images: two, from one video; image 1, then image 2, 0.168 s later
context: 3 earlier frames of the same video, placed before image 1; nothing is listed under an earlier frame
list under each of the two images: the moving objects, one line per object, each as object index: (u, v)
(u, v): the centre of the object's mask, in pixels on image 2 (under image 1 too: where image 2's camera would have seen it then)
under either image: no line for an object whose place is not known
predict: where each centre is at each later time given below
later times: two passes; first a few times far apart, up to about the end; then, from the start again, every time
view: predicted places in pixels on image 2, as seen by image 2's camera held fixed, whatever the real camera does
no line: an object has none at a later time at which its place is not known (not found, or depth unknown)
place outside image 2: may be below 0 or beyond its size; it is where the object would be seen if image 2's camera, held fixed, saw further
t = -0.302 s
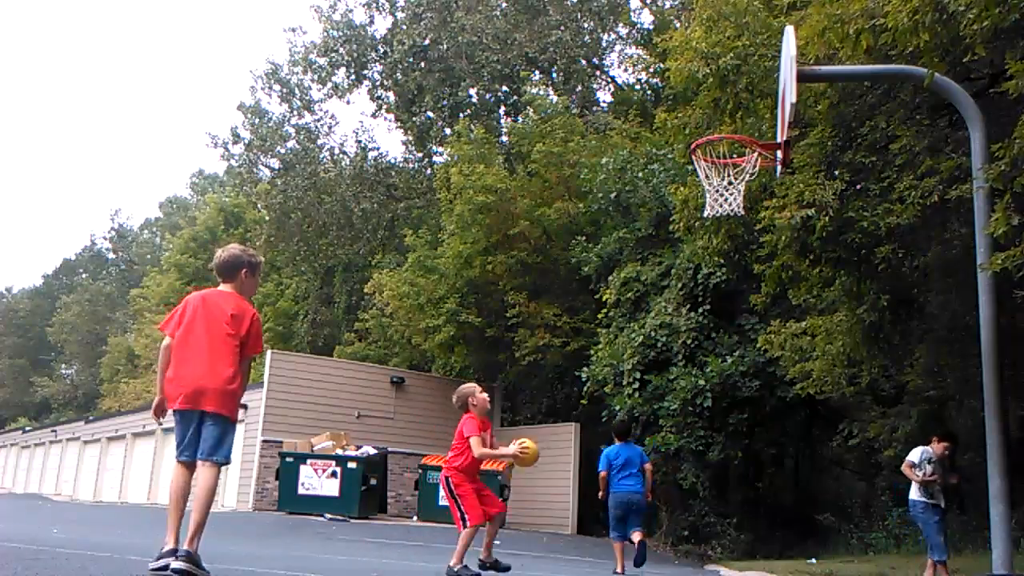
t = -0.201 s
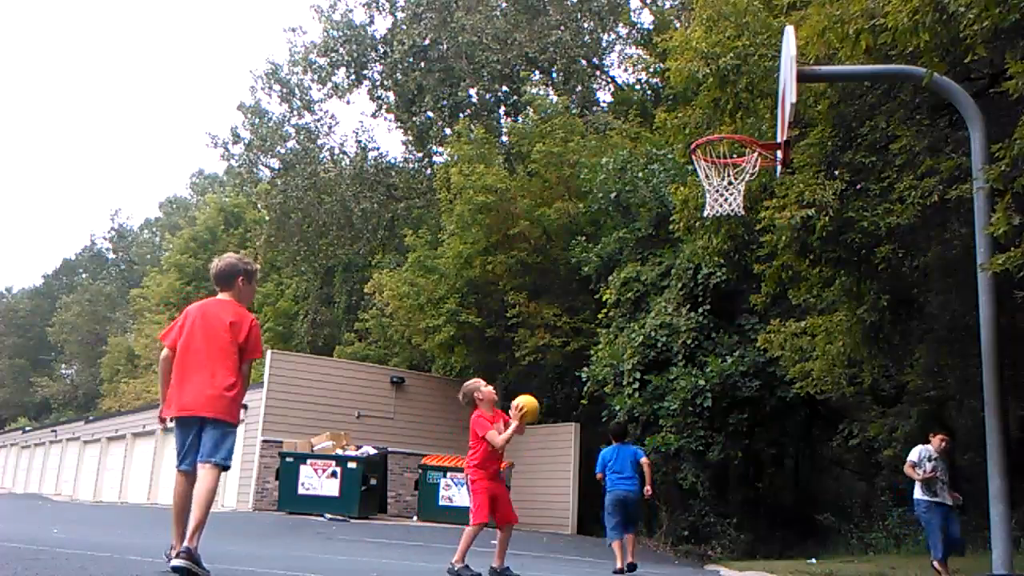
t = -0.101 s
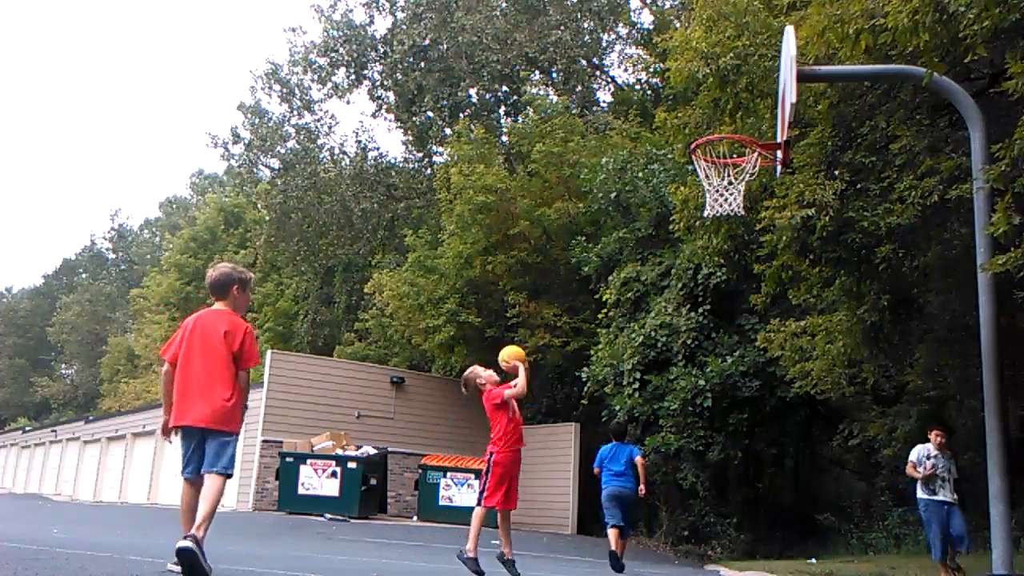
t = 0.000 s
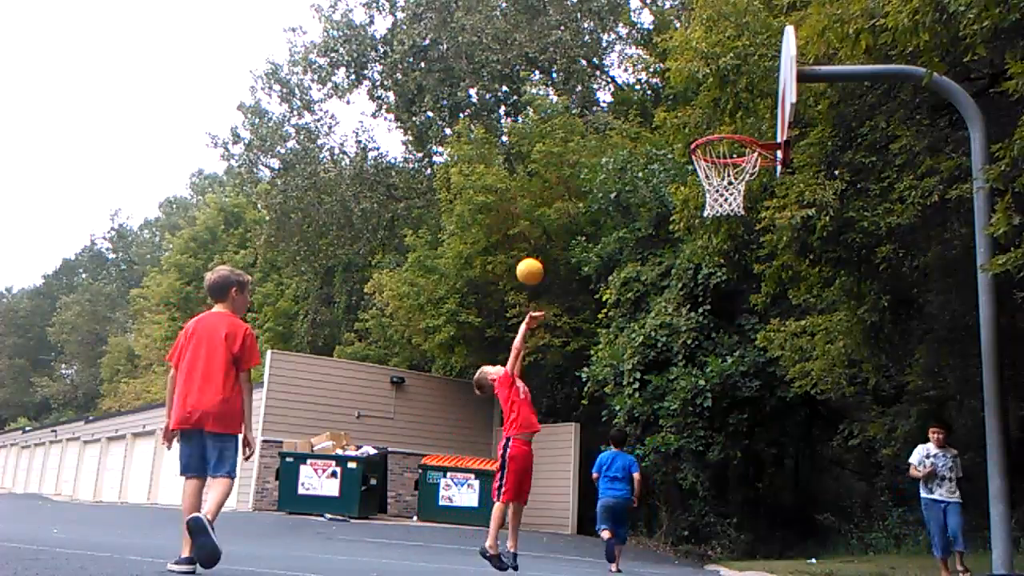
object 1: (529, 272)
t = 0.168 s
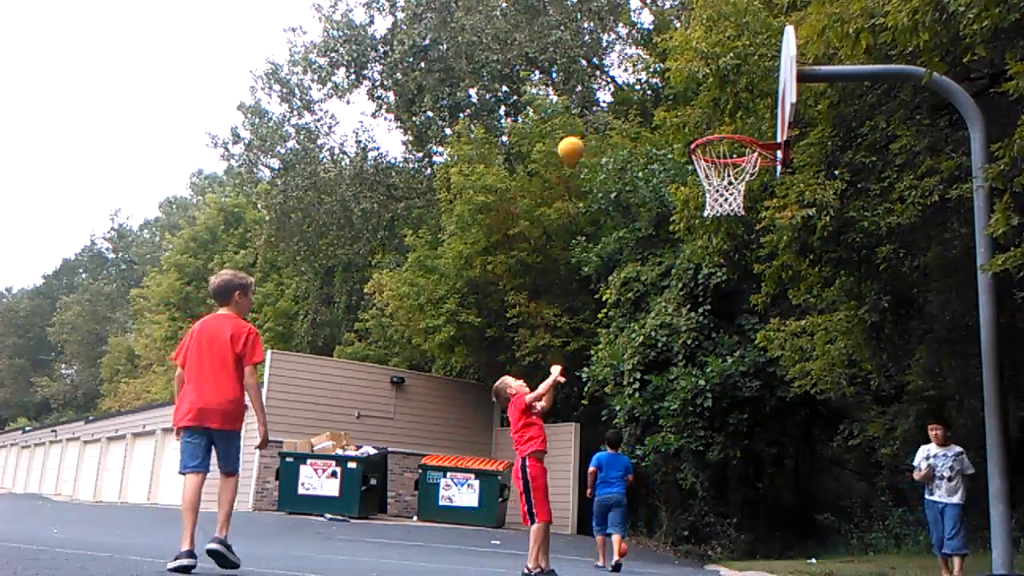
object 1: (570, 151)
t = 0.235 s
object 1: (586, 114)
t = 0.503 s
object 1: (644, 26)
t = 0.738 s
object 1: (690, 27)
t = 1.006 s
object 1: (745, 111)
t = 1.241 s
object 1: (729, 82)
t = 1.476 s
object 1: (695, 63)
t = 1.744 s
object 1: (655, 127)
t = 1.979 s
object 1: (618, 263)
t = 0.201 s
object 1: (578, 130)
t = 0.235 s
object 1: (586, 114)
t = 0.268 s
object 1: (593, 98)
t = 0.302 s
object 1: (601, 83)
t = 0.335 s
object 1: (608, 70)
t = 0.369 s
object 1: (615, 59)
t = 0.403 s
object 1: (622, 49)
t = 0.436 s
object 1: (629, 40)
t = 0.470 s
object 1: (637, 34)
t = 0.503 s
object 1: (644, 26)
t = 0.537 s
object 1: (651, 24)
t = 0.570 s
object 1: (657, 20)
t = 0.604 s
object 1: (664, 19)
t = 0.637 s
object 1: (670, 19)
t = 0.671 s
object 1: (677, 20)
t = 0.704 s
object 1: (683, 23)
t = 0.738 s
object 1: (690, 27)
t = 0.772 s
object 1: (697, 32)
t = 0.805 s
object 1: (704, 39)
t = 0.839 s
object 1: (710, 48)
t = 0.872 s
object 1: (717, 57)
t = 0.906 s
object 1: (724, 69)
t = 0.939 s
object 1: (731, 81)
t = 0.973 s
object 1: (738, 96)
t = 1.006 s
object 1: (745, 111)
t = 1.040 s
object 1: (752, 128)
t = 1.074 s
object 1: (756, 133)
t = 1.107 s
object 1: (750, 123)
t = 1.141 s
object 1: (745, 110)
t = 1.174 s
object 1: (740, 100)
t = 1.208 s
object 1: (734, 90)
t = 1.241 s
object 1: (729, 82)
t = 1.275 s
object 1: (724, 75)
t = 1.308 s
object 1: (720, 70)
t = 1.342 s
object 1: (714, 65)
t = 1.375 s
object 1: (710, 63)
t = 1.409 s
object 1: (705, 62)
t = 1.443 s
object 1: (700, 62)
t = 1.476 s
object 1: (695, 63)
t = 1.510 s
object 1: (690, 66)
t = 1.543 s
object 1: (685, 71)
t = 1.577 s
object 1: (680, 76)
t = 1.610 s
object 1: (675, 83)
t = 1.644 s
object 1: (670, 92)
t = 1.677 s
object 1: (665, 102)
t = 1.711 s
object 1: (660, 114)
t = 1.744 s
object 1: (655, 127)
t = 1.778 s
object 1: (650, 141)
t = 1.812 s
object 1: (645, 157)
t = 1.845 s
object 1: (639, 175)
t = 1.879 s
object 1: (634, 194)
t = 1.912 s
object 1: (629, 215)
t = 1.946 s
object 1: (623, 238)
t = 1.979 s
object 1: (618, 263)
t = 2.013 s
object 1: (613, 289)
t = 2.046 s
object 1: (607, 318)
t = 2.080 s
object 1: (602, 348)
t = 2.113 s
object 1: (596, 381)
